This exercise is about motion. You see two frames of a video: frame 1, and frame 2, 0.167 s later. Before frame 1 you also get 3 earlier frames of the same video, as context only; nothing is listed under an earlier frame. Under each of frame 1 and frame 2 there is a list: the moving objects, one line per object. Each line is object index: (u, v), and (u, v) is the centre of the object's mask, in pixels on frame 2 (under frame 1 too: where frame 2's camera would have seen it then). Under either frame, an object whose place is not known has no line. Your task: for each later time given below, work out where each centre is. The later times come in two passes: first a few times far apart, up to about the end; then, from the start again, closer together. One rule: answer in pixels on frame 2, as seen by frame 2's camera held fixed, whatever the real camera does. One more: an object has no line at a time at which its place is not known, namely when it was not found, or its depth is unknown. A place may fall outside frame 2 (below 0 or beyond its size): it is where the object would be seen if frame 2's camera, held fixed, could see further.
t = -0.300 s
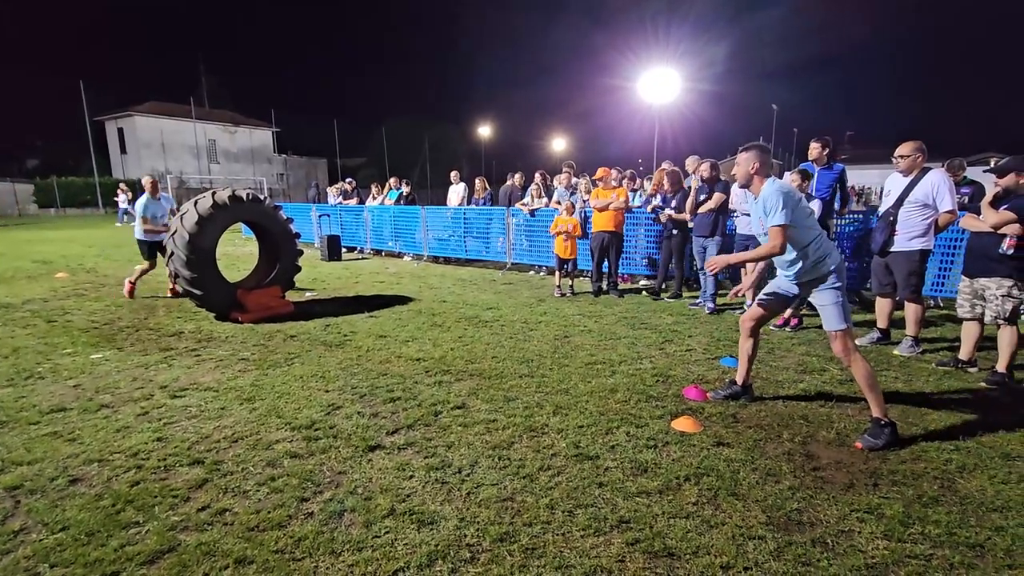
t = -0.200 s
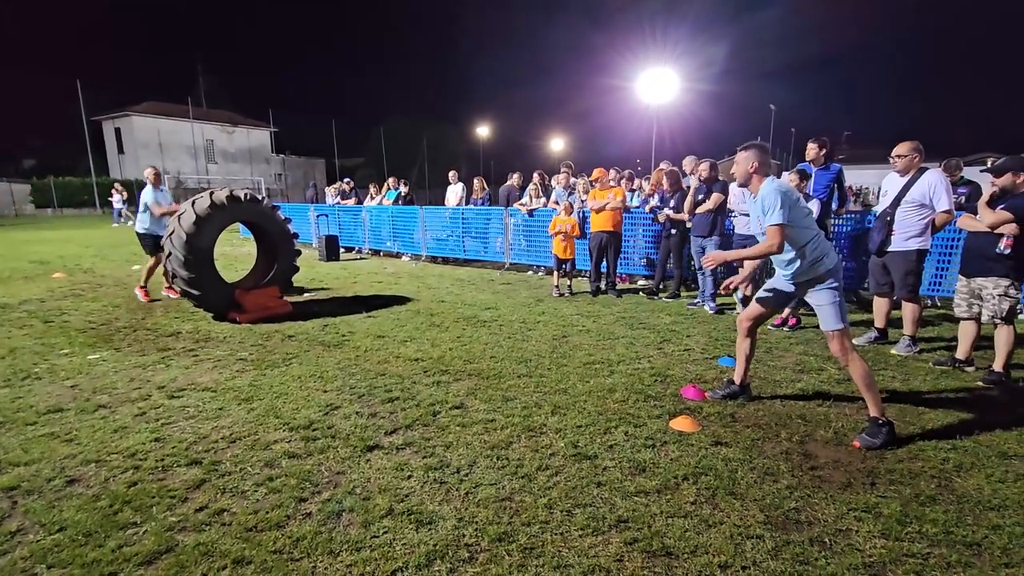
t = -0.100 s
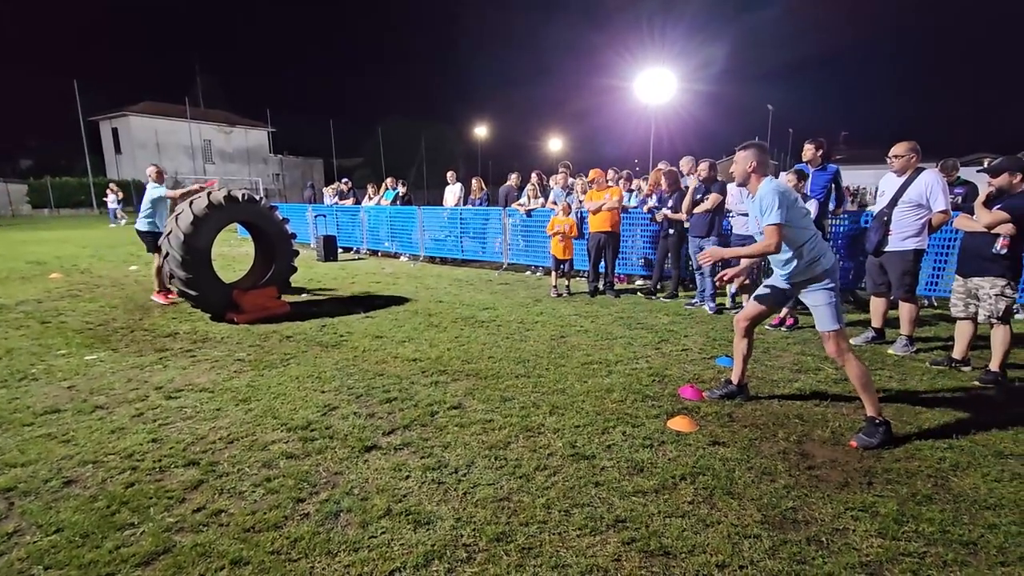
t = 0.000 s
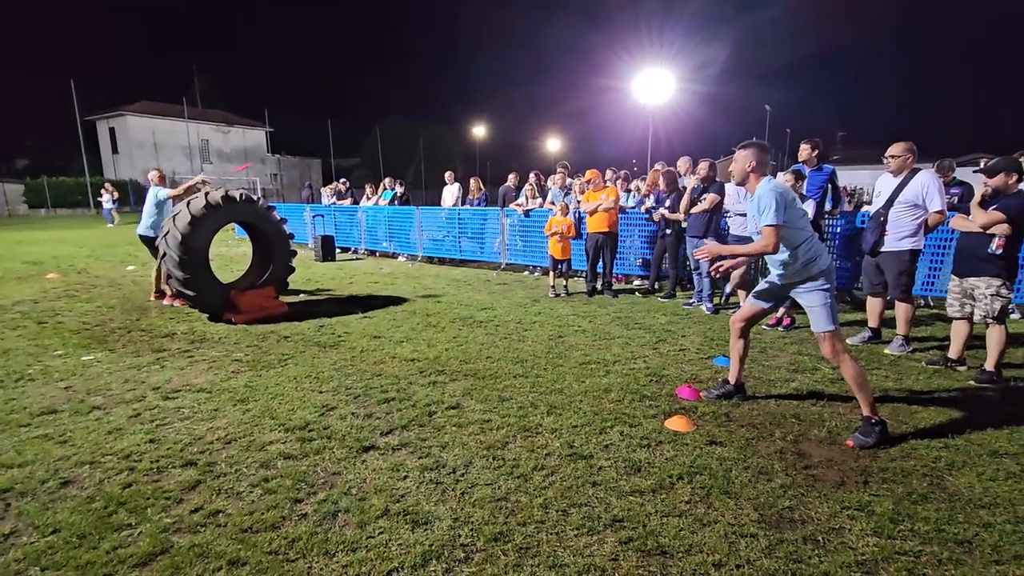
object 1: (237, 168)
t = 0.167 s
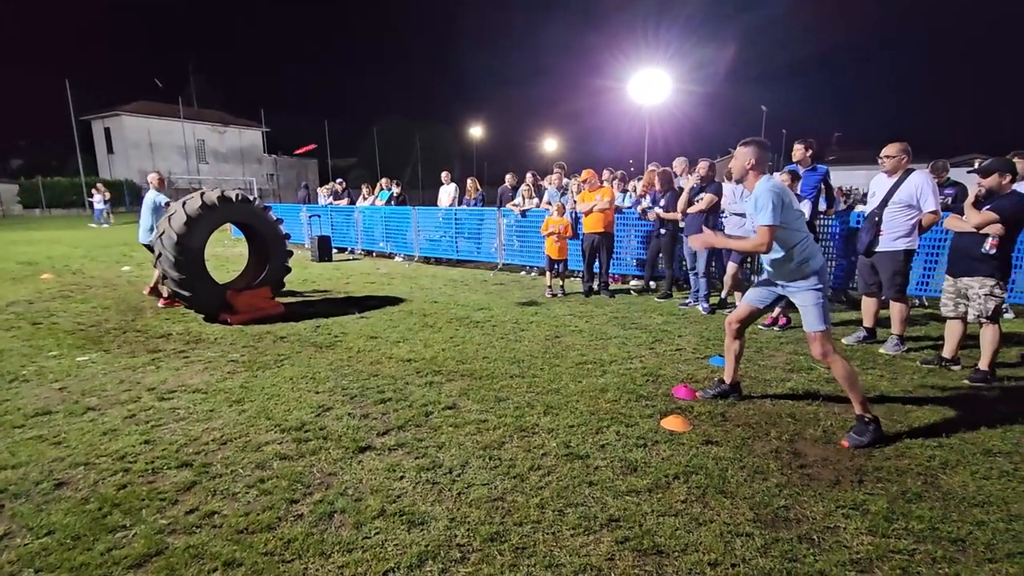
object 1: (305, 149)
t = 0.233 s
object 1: (333, 144)
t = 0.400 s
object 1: (407, 138)
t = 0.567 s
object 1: (487, 142)
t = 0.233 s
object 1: (333, 144)
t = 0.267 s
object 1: (347, 142)
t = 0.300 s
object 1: (363, 140)
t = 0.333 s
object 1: (377, 140)
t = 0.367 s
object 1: (391, 139)
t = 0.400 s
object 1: (407, 138)
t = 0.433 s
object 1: (422, 139)
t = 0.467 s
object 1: (438, 139)
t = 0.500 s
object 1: (453, 140)
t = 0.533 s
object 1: (467, 142)
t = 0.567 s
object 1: (487, 142)
